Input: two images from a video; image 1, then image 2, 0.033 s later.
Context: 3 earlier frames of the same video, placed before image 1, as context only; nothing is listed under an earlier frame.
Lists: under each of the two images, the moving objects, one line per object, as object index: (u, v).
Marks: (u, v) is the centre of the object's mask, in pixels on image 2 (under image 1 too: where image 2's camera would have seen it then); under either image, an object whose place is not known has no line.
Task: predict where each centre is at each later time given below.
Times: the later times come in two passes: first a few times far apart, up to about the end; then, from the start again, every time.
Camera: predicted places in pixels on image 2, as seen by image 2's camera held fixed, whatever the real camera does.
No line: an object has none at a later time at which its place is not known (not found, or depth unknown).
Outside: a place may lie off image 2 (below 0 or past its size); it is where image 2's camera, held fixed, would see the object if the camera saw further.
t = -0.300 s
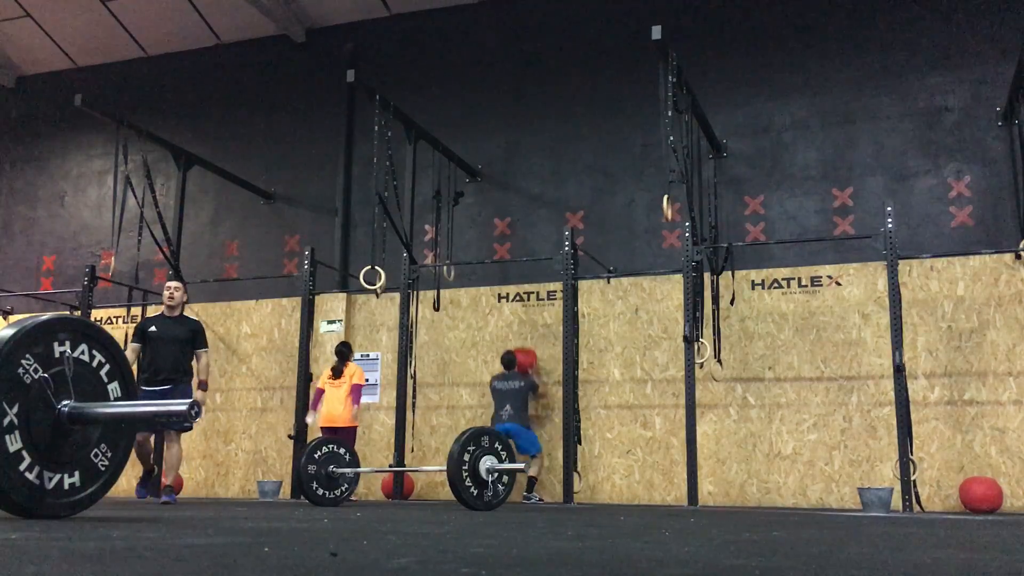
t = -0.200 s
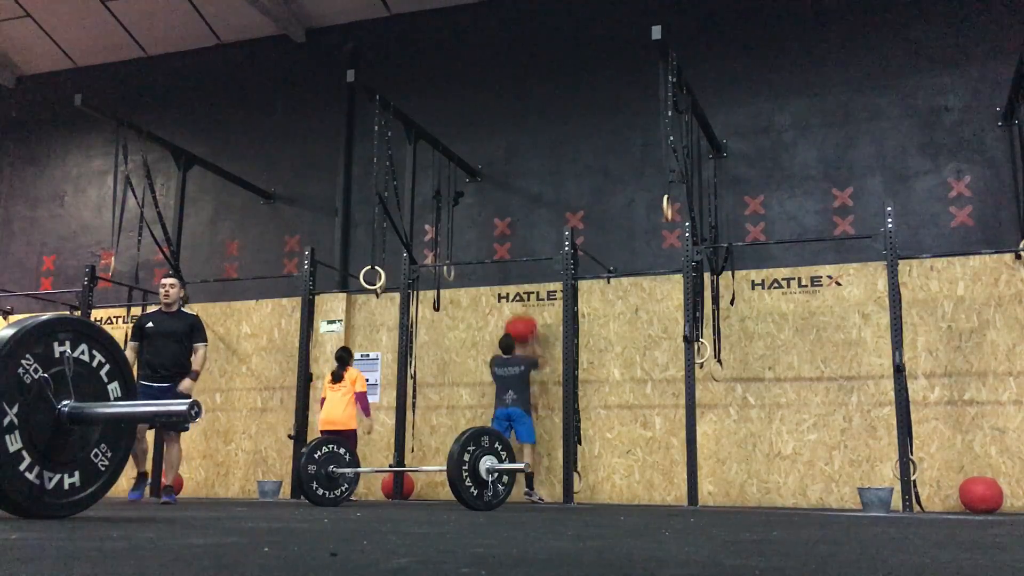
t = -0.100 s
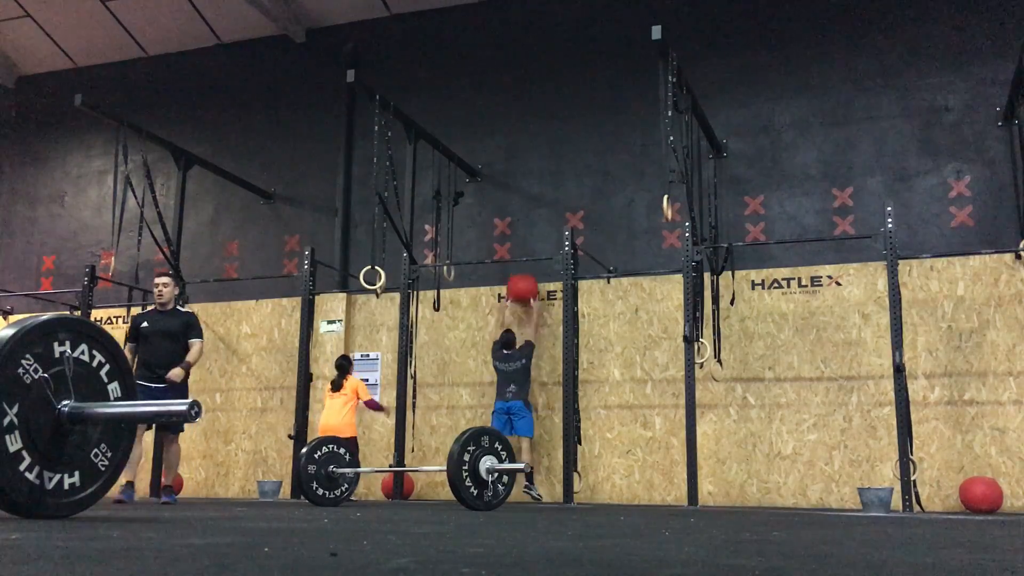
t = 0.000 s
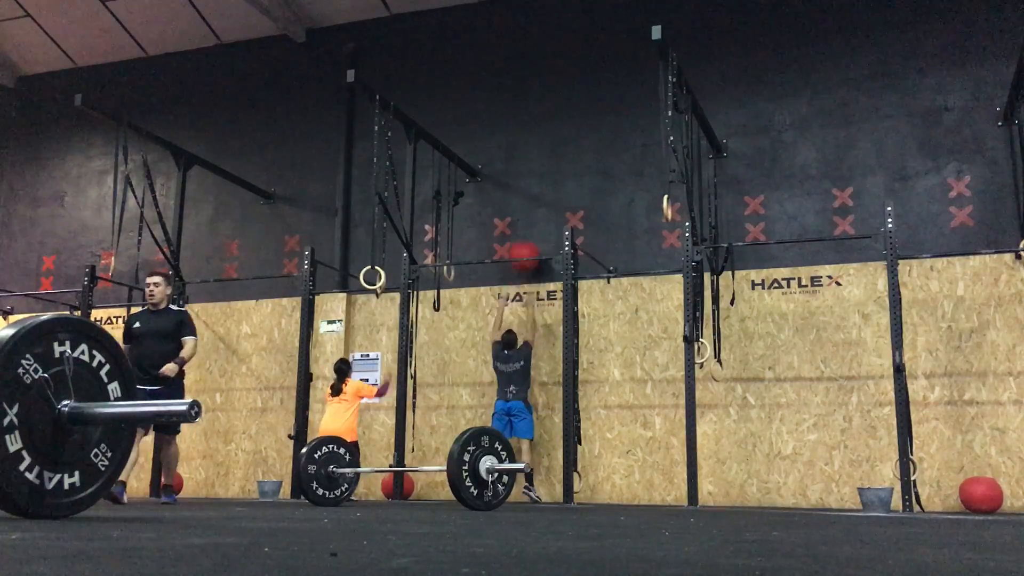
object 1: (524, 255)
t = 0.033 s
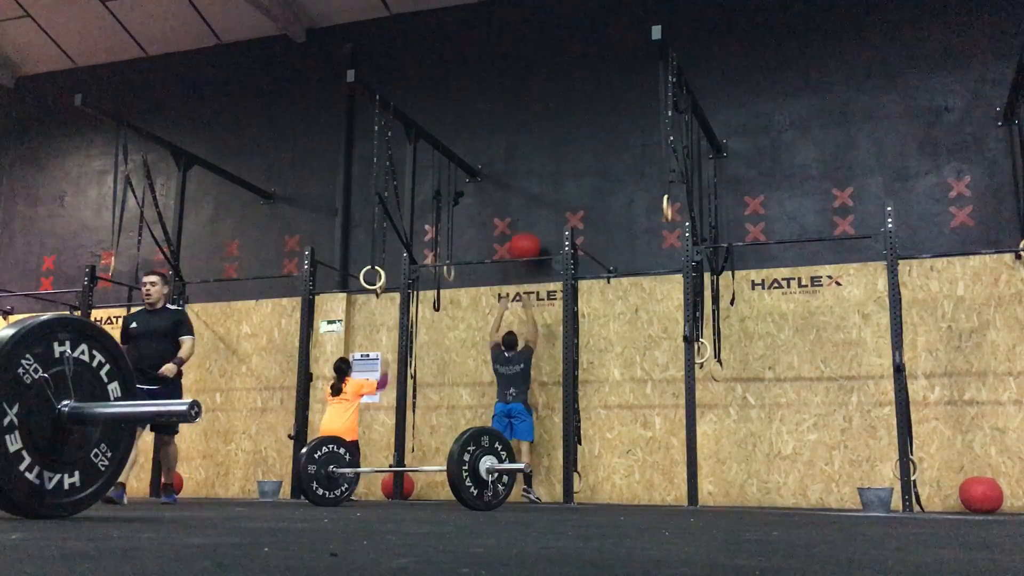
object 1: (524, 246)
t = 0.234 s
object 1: (528, 214)
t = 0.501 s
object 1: (526, 219)
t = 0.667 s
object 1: (524, 252)
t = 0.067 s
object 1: (525, 240)
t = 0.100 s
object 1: (526, 232)
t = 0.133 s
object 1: (527, 226)
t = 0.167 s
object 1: (527, 221)
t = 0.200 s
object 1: (527, 217)
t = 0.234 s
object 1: (528, 214)
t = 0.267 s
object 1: (529, 212)
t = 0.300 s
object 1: (528, 210)
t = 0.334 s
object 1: (528, 210)
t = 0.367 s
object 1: (528, 210)
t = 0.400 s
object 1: (528, 211)
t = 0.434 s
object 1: (527, 213)
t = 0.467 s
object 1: (527, 215)
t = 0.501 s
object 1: (526, 219)
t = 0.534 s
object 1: (526, 224)
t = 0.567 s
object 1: (525, 230)
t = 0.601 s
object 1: (526, 237)
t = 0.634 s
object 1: (525, 243)
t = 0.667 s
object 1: (524, 252)
